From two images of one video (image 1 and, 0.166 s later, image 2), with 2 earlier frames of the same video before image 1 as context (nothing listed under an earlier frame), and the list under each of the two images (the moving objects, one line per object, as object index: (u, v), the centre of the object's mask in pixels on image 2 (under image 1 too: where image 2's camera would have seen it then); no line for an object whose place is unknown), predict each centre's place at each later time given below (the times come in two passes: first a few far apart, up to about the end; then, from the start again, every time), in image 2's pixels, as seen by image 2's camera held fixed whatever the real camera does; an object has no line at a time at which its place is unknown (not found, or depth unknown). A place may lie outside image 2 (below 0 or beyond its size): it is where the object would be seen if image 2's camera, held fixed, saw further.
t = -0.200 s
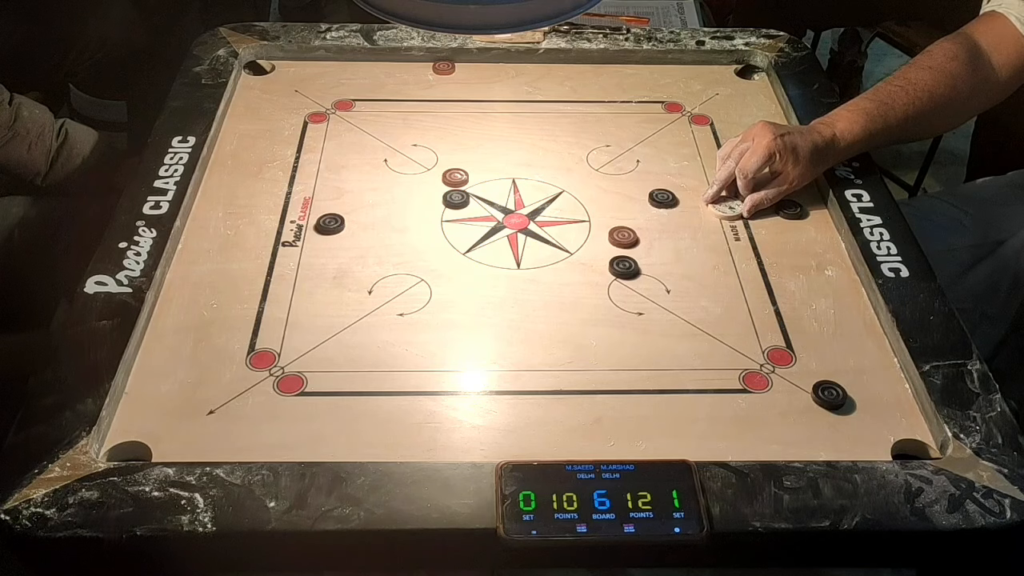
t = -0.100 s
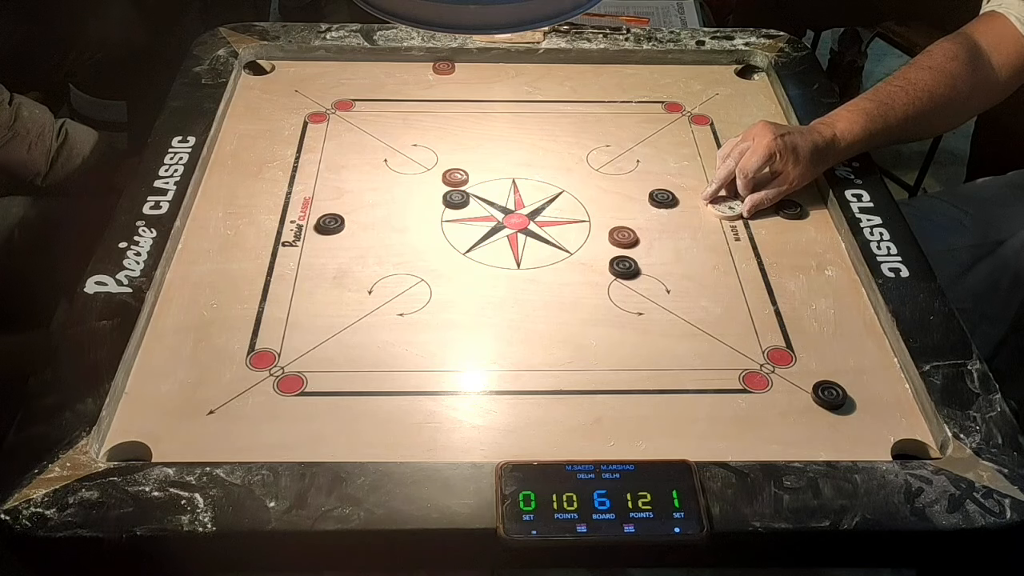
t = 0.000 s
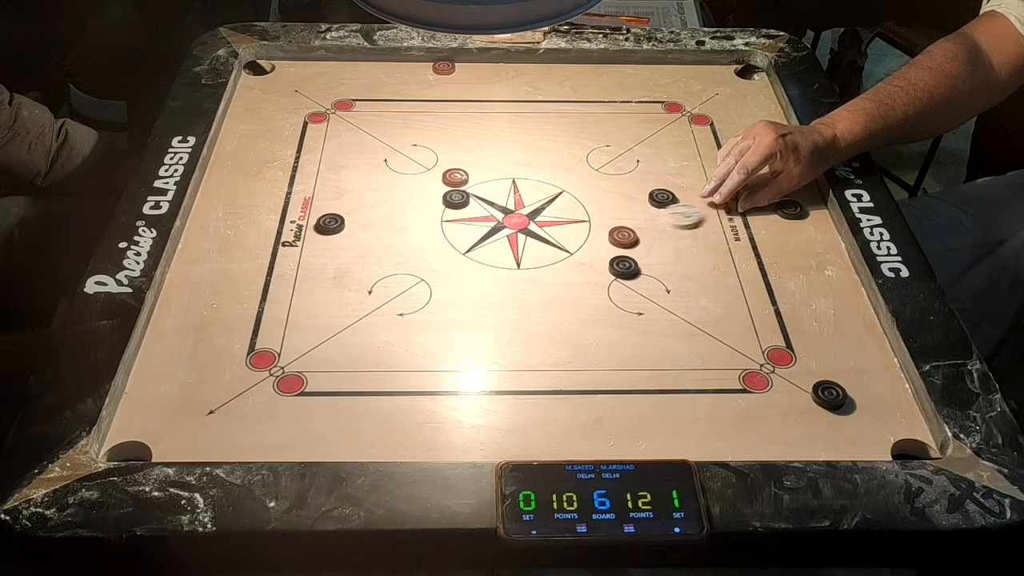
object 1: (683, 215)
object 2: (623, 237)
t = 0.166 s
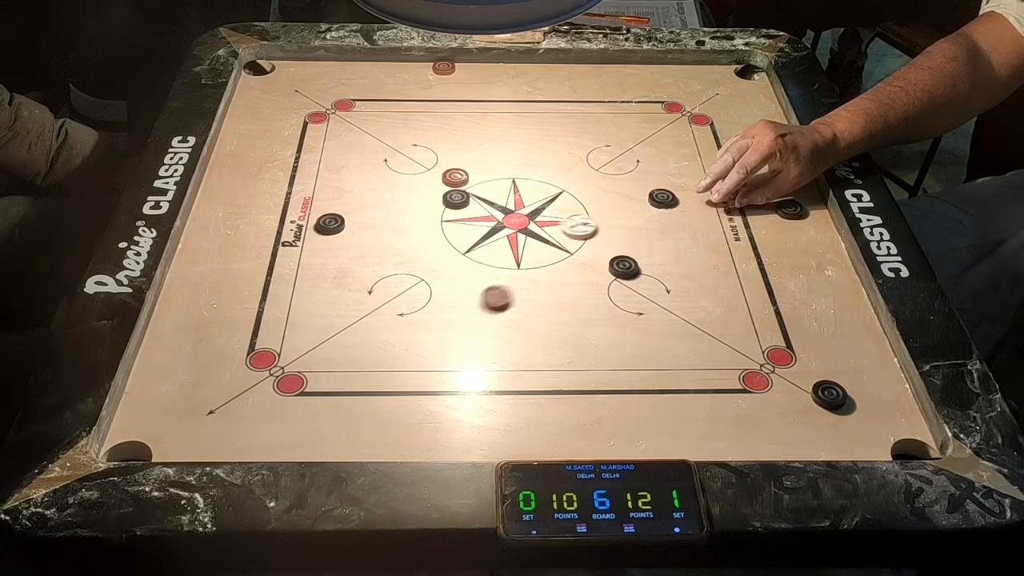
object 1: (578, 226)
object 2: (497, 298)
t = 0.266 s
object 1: (540, 226)
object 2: (399, 346)
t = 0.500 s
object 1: (495, 225)
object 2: (203, 441)
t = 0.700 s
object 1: (493, 226)
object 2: (139, 449)
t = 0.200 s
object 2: (464, 314)
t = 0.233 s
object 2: (430, 330)
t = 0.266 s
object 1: (540, 226)
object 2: (399, 346)
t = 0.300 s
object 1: (530, 226)
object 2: (367, 360)
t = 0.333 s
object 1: (520, 226)
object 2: (336, 376)
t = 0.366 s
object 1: (513, 225)
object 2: (307, 391)
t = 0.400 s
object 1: (506, 225)
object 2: (277, 406)
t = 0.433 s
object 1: (501, 225)
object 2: (251, 417)
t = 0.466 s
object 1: (498, 226)
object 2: (226, 430)
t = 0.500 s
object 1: (495, 225)
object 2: (203, 441)
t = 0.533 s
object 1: (493, 226)
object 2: (184, 448)
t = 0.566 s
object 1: (493, 226)
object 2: (167, 452)
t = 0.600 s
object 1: (493, 226)
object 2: (152, 454)
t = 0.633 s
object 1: (493, 226)
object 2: (145, 452)
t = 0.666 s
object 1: (493, 226)
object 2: (139, 450)
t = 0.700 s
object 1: (493, 226)
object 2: (139, 449)
